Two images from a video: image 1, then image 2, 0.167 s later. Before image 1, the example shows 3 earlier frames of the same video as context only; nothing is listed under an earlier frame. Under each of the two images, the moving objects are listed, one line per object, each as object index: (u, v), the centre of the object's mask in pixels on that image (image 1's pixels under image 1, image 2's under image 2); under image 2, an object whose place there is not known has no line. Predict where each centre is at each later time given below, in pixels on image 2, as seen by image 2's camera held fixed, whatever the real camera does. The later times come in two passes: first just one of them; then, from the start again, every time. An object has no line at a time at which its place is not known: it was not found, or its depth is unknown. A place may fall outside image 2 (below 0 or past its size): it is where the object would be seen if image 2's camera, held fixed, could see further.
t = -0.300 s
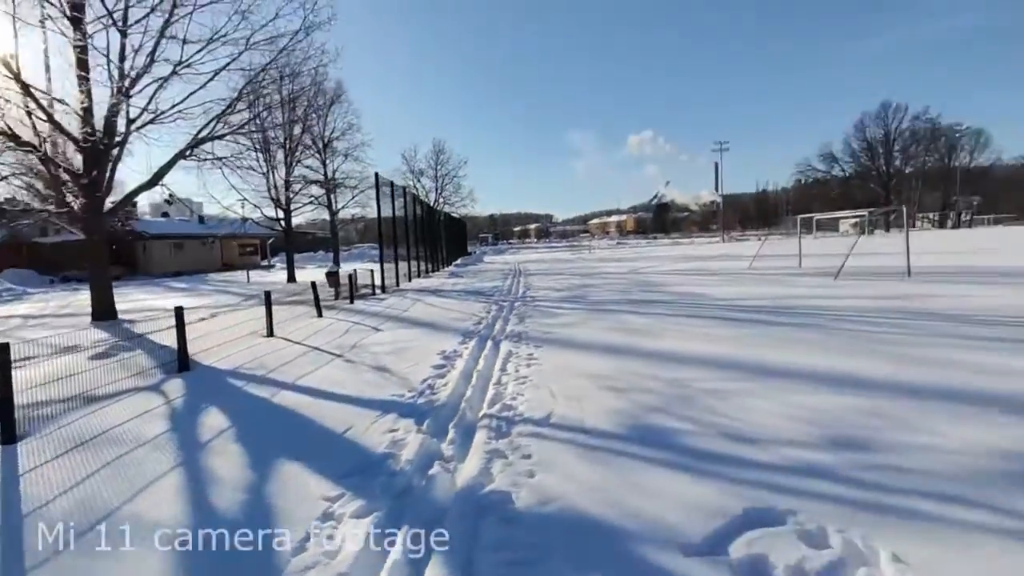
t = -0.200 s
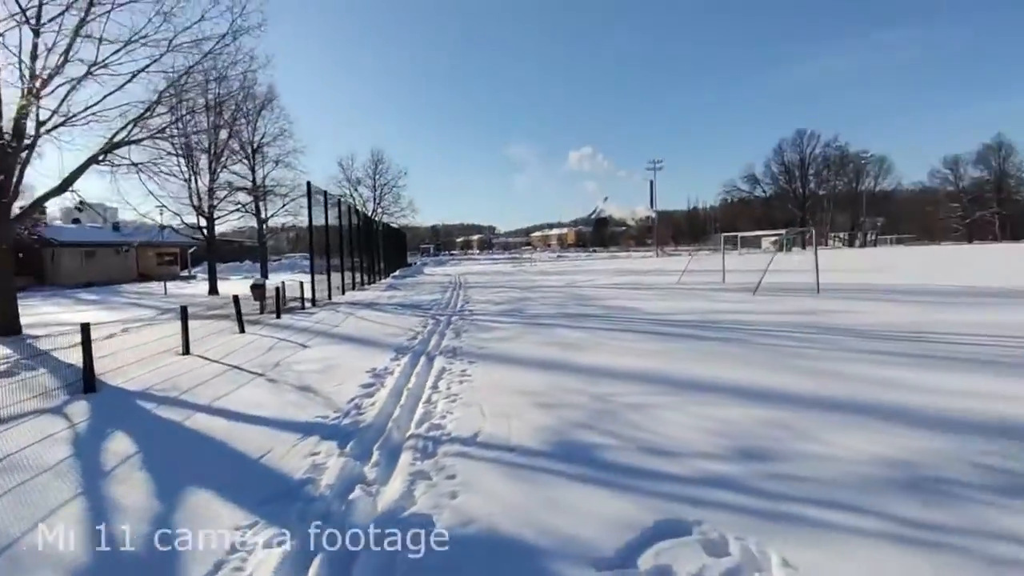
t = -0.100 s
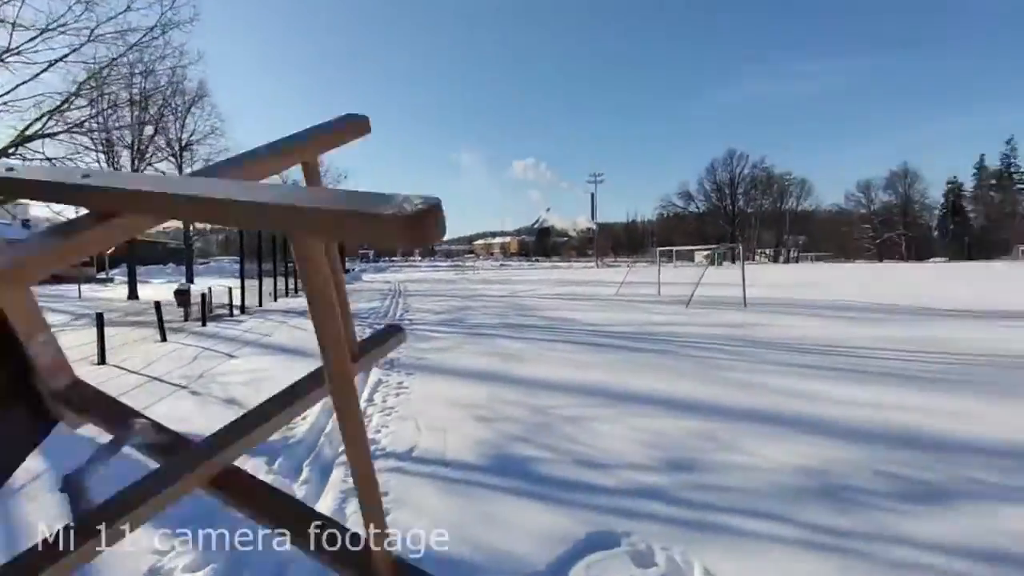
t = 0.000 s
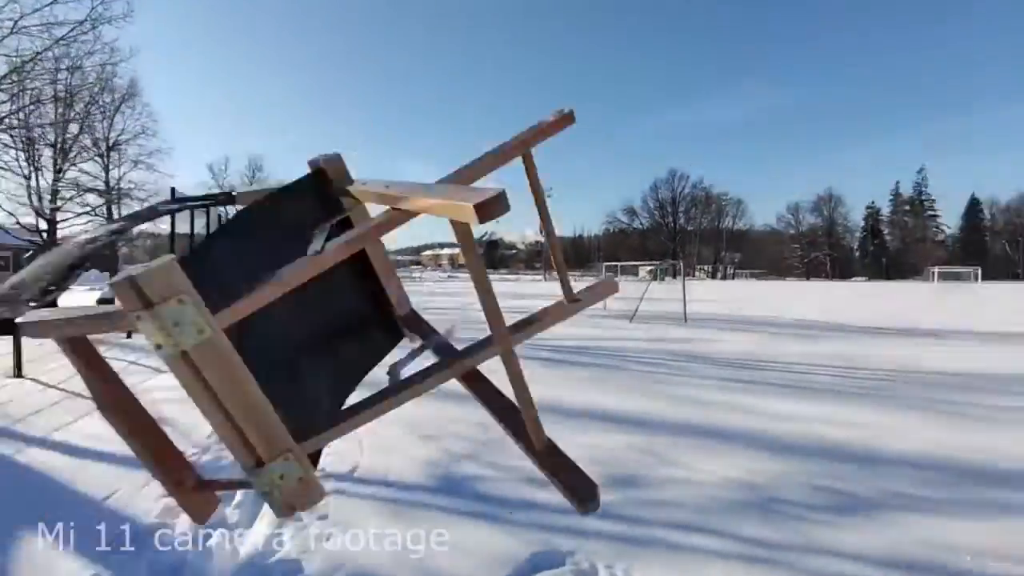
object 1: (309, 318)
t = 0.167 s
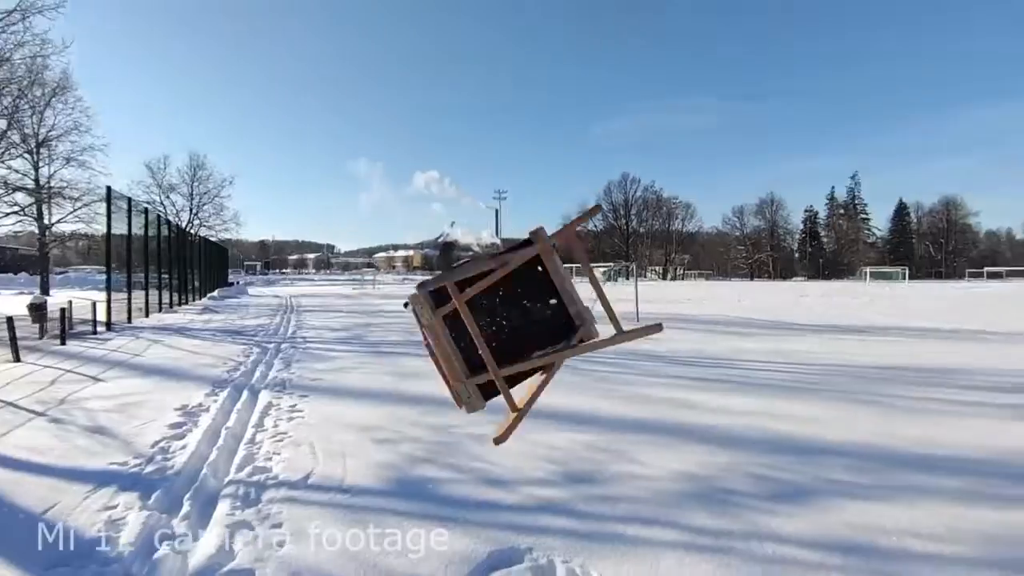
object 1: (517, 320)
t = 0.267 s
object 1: (559, 346)
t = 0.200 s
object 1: (531, 328)
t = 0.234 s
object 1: (546, 336)
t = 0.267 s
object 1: (559, 346)
